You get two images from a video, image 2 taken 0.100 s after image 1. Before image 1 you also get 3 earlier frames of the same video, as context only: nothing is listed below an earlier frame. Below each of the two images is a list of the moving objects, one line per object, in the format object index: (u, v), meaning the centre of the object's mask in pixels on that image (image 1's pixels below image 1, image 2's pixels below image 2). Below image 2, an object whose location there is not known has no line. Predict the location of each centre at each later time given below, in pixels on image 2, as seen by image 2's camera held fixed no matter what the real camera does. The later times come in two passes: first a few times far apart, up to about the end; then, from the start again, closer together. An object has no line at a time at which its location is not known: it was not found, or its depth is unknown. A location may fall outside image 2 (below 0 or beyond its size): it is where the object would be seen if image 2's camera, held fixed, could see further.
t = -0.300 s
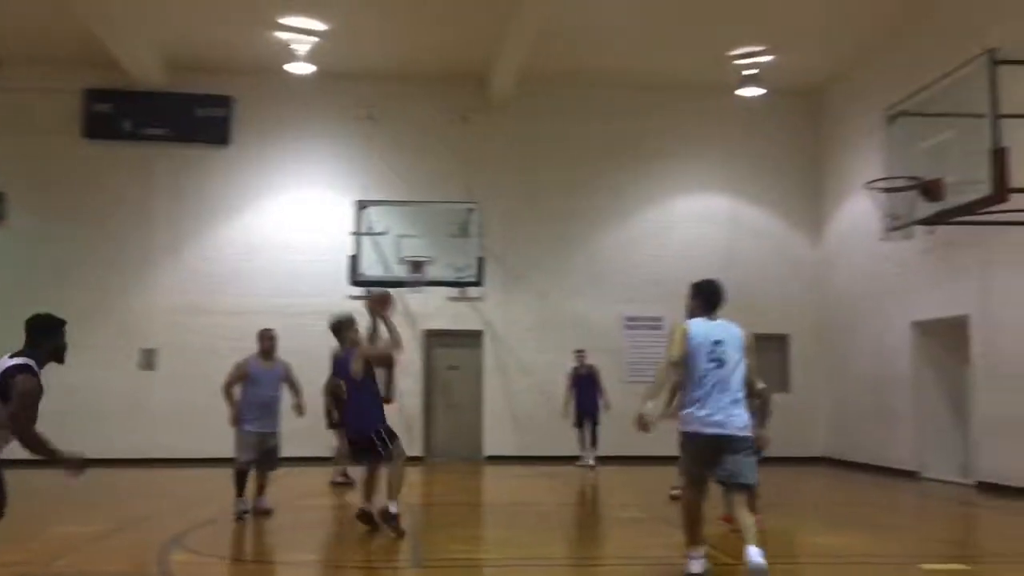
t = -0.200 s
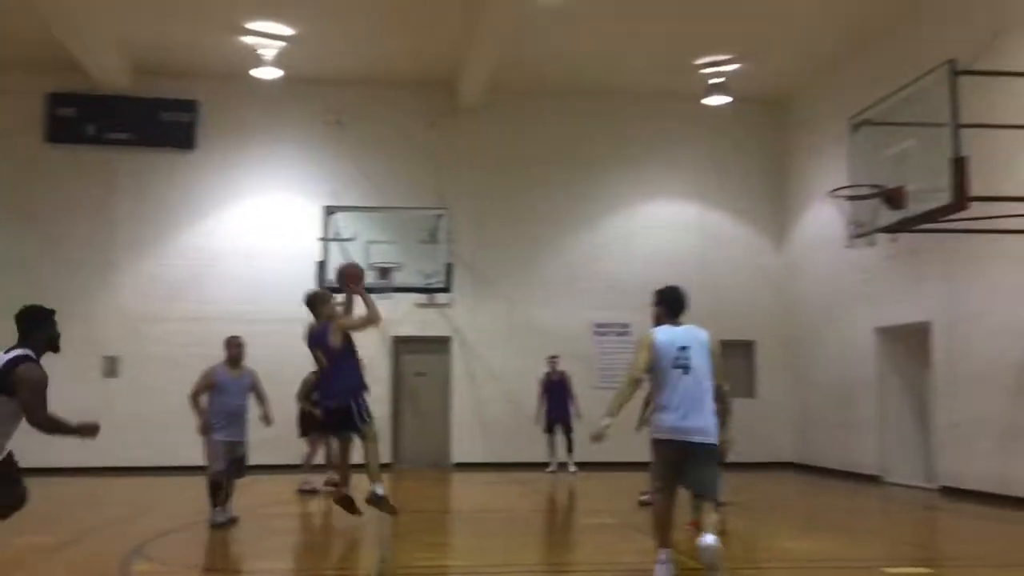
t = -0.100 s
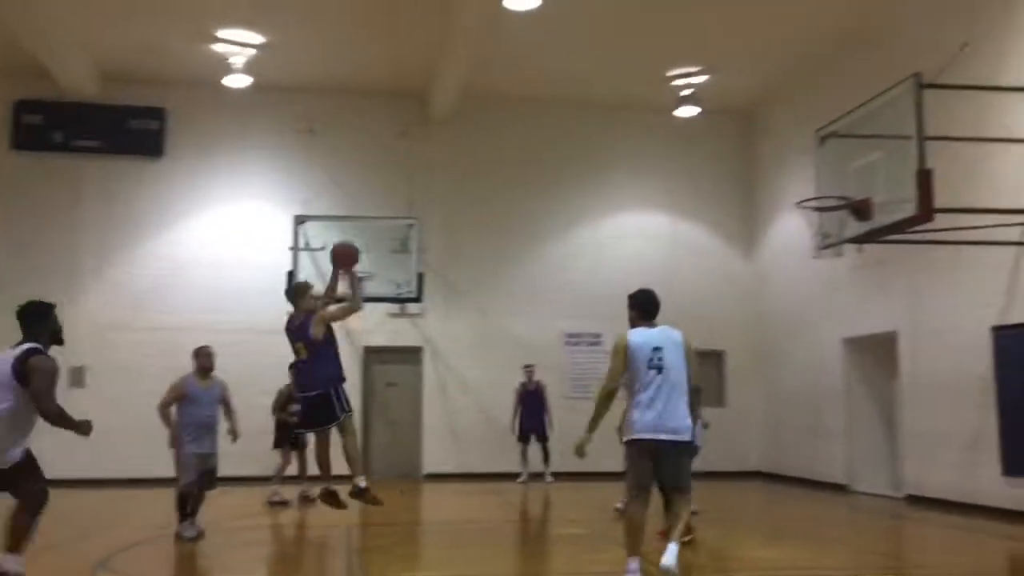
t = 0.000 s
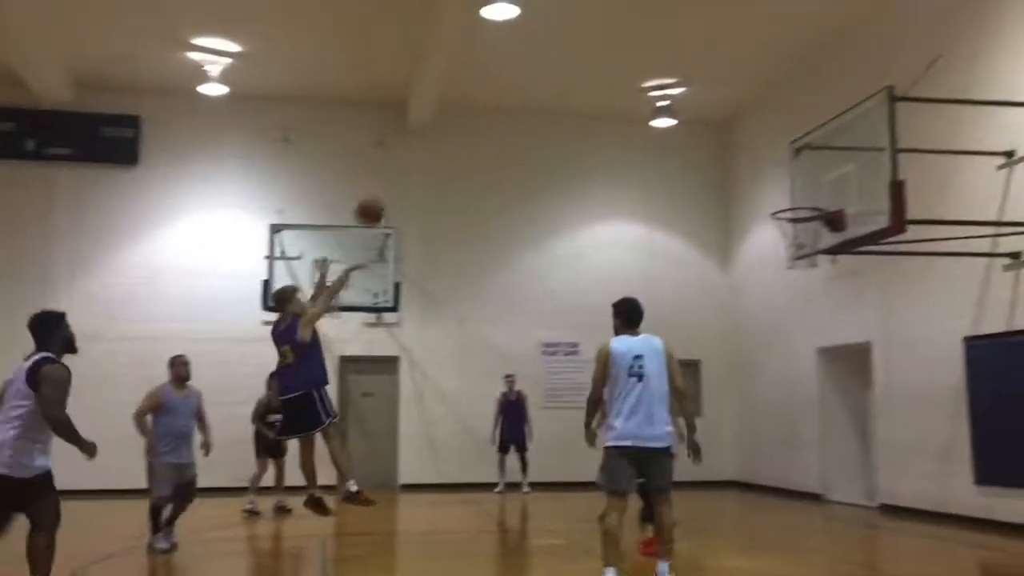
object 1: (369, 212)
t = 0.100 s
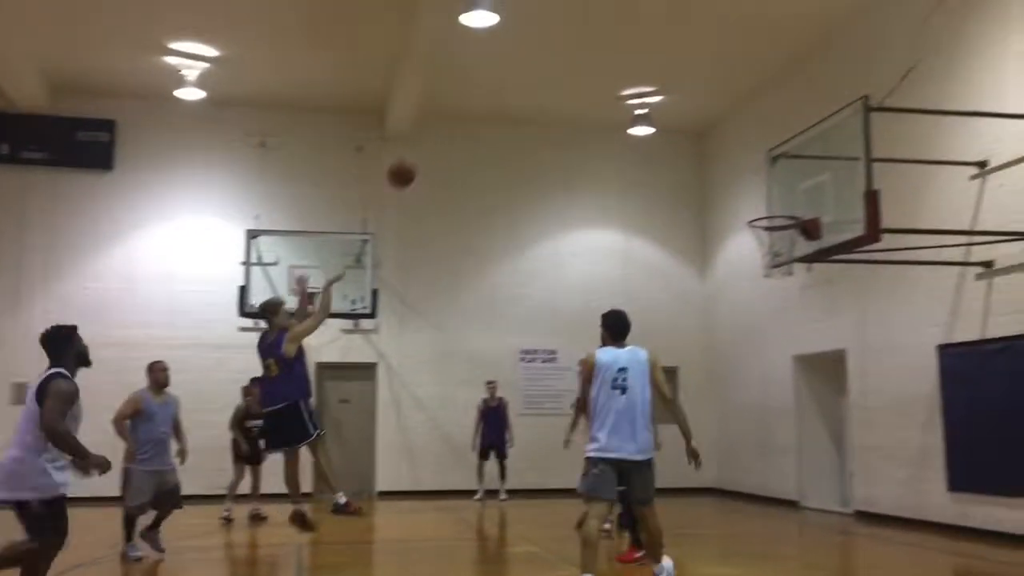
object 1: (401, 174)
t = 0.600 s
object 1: (642, 127)
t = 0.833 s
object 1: (745, 196)
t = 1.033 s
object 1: (797, 267)
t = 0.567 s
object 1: (624, 121)
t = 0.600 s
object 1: (642, 127)
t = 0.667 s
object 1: (672, 142)
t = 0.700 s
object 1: (687, 150)
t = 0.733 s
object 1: (701, 161)
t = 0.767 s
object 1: (716, 172)
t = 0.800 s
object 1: (730, 183)
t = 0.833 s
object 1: (745, 196)
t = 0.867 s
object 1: (759, 209)
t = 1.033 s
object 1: (797, 267)
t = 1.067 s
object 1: (794, 278)
